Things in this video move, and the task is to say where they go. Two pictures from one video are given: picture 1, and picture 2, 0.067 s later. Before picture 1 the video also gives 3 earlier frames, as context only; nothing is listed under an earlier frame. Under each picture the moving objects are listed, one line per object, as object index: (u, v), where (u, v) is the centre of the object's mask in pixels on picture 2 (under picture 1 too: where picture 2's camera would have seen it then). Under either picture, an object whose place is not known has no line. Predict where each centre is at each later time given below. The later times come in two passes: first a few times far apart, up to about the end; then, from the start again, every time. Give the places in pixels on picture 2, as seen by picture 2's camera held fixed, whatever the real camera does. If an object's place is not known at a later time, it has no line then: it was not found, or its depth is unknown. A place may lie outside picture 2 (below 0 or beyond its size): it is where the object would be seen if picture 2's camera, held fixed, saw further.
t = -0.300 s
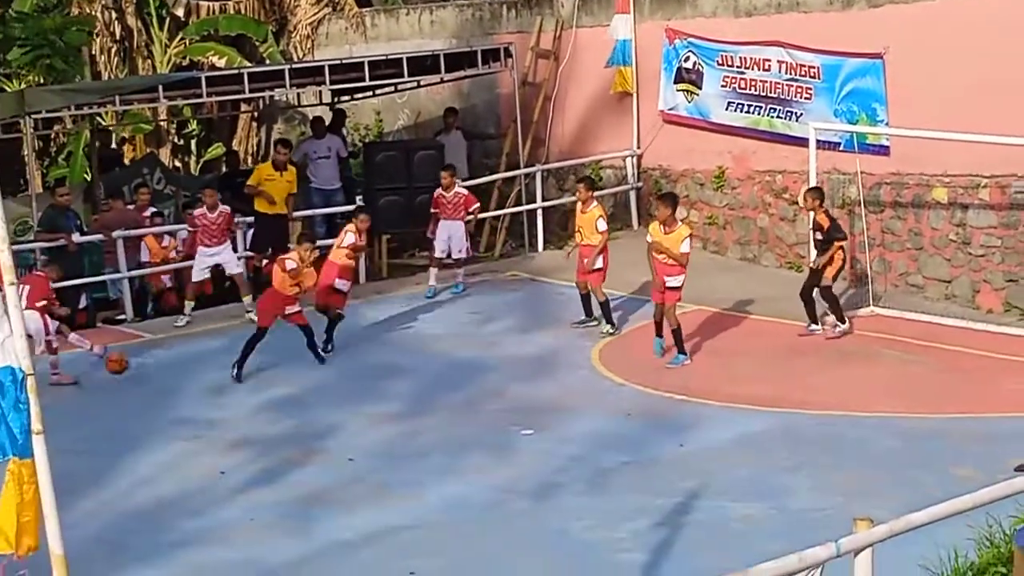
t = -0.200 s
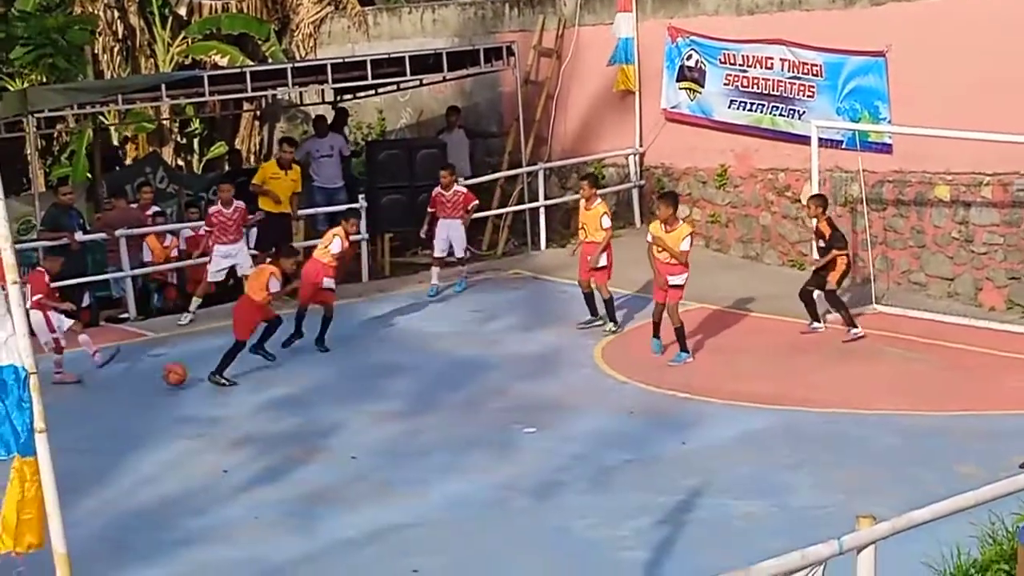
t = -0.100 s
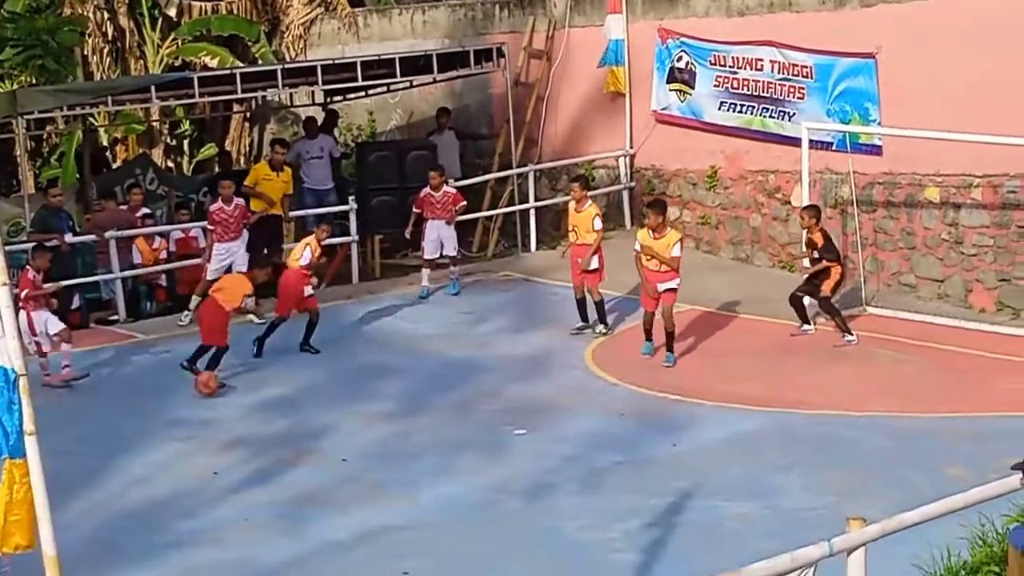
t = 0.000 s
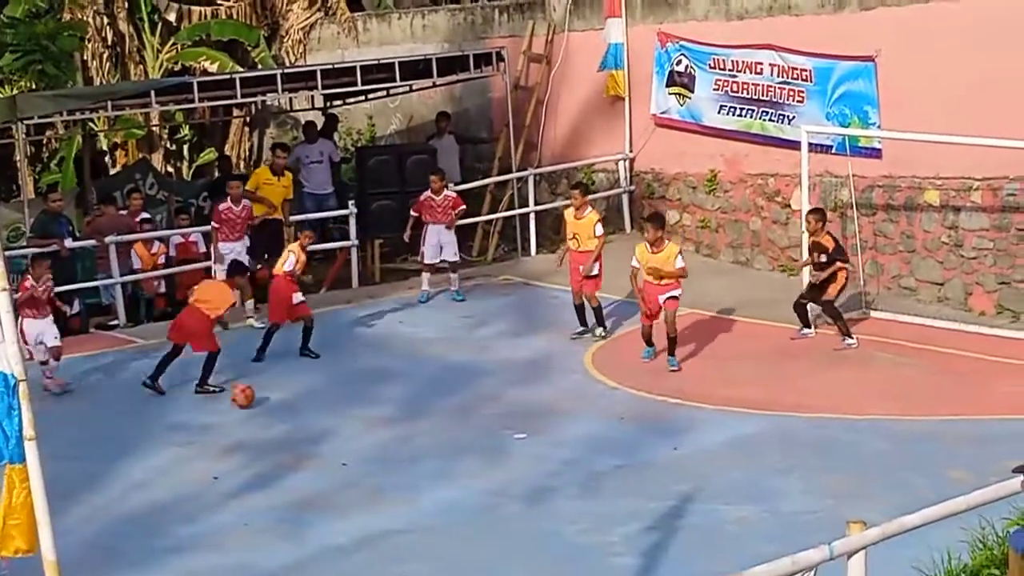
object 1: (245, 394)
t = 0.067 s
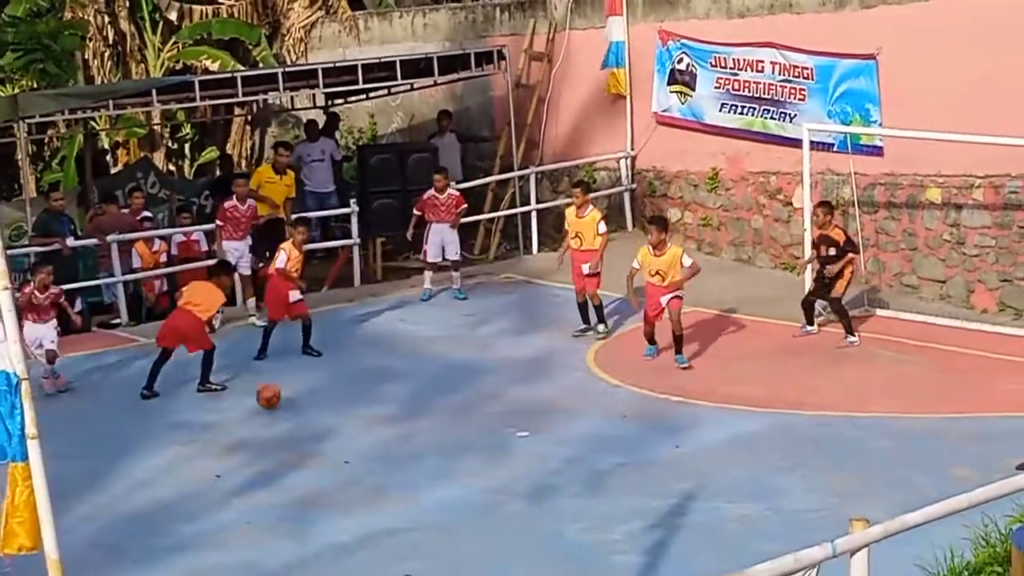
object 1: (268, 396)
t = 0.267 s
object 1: (338, 406)
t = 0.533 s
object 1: (432, 422)
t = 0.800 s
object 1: (528, 439)
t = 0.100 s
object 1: (279, 397)
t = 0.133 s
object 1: (291, 399)
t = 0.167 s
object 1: (302, 402)
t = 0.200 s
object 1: (314, 404)
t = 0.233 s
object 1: (327, 404)
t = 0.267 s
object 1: (338, 406)
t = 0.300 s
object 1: (349, 409)
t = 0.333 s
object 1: (361, 412)
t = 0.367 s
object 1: (374, 415)
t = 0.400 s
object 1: (384, 415)
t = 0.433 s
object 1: (396, 417)
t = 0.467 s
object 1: (409, 420)
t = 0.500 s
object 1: (420, 421)
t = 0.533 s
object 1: (432, 422)
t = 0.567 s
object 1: (444, 425)
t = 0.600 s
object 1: (456, 426)
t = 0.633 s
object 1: (468, 427)
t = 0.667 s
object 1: (479, 430)
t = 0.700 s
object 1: (491, 431)
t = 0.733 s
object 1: (504, 433)
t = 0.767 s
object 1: (516, 436)
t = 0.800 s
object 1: (528, 439)
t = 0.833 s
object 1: (540, 440)
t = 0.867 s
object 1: (552, 442)
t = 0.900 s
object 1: (564, 444)
